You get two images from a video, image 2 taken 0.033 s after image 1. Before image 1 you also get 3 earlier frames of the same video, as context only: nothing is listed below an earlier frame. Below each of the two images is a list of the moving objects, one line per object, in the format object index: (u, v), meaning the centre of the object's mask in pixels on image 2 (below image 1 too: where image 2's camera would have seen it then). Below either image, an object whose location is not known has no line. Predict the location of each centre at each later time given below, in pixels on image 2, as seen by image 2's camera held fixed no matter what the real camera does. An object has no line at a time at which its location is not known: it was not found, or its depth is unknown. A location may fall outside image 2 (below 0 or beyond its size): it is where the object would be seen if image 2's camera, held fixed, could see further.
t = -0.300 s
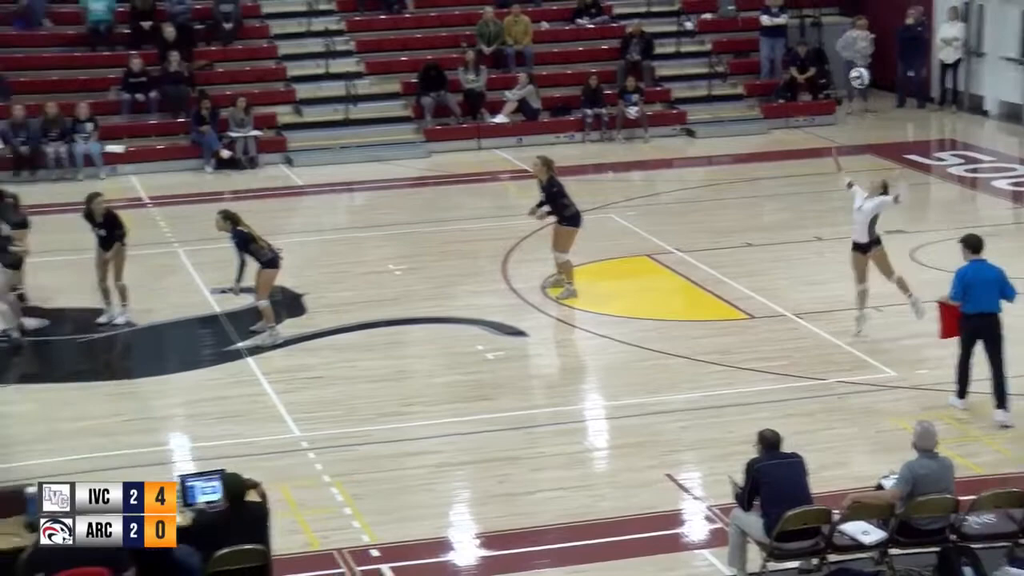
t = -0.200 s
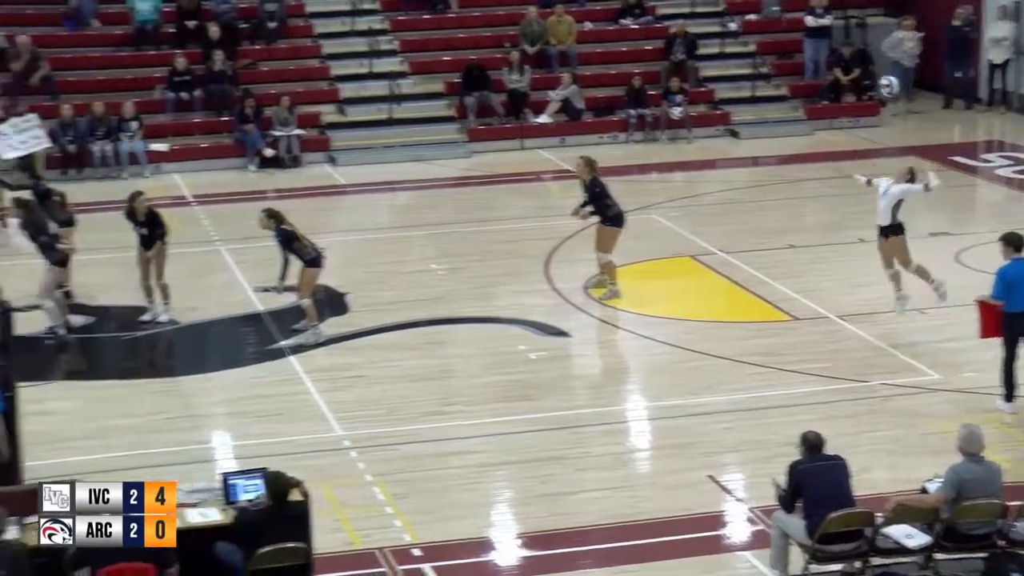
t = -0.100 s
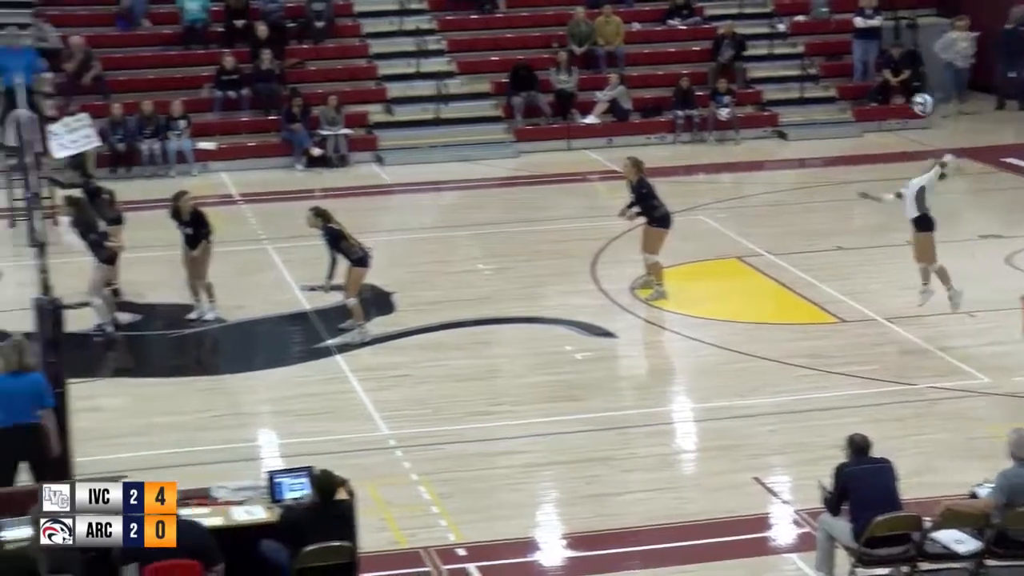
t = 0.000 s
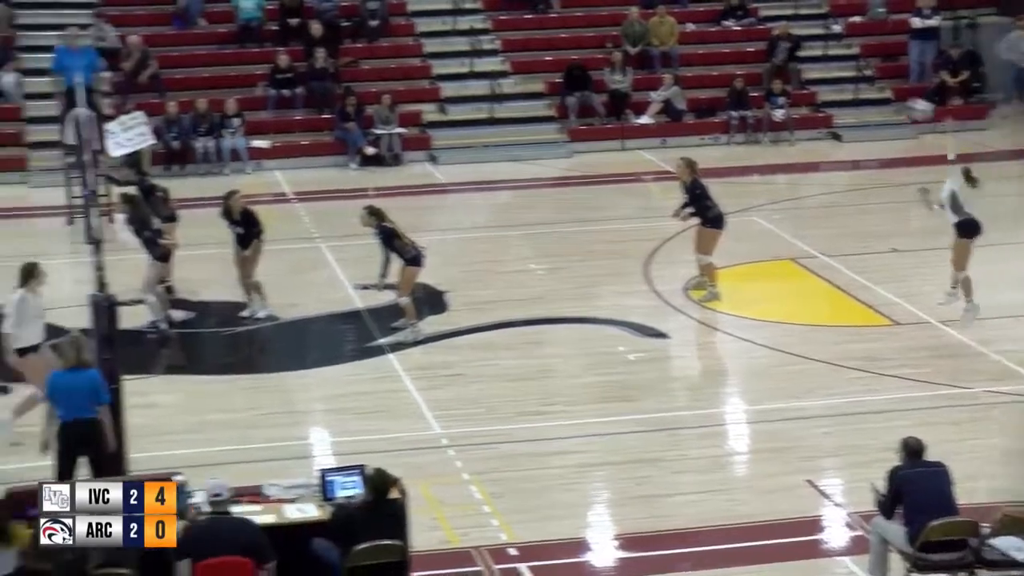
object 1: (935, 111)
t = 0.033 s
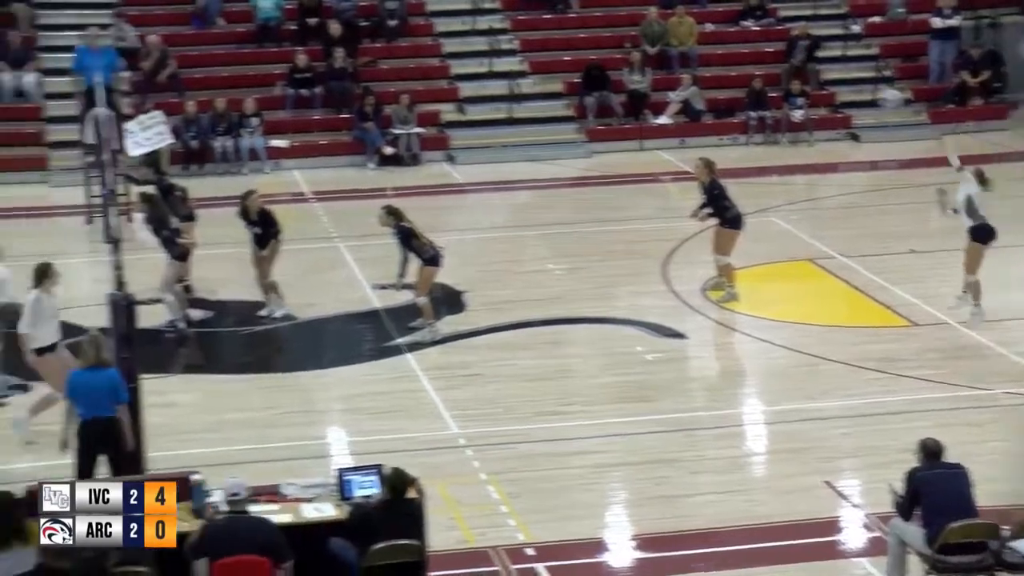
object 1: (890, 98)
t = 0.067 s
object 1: (845, 84)
